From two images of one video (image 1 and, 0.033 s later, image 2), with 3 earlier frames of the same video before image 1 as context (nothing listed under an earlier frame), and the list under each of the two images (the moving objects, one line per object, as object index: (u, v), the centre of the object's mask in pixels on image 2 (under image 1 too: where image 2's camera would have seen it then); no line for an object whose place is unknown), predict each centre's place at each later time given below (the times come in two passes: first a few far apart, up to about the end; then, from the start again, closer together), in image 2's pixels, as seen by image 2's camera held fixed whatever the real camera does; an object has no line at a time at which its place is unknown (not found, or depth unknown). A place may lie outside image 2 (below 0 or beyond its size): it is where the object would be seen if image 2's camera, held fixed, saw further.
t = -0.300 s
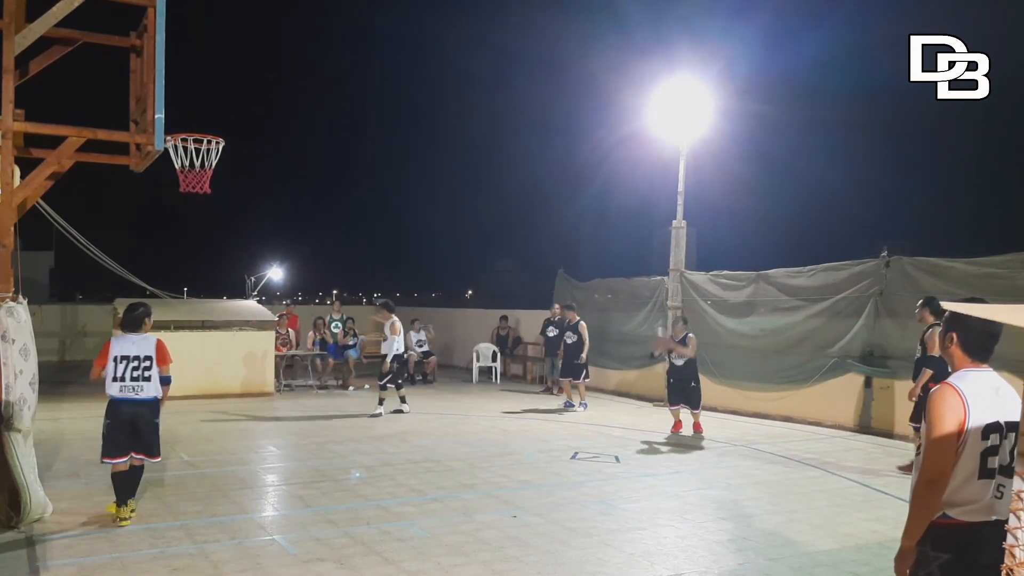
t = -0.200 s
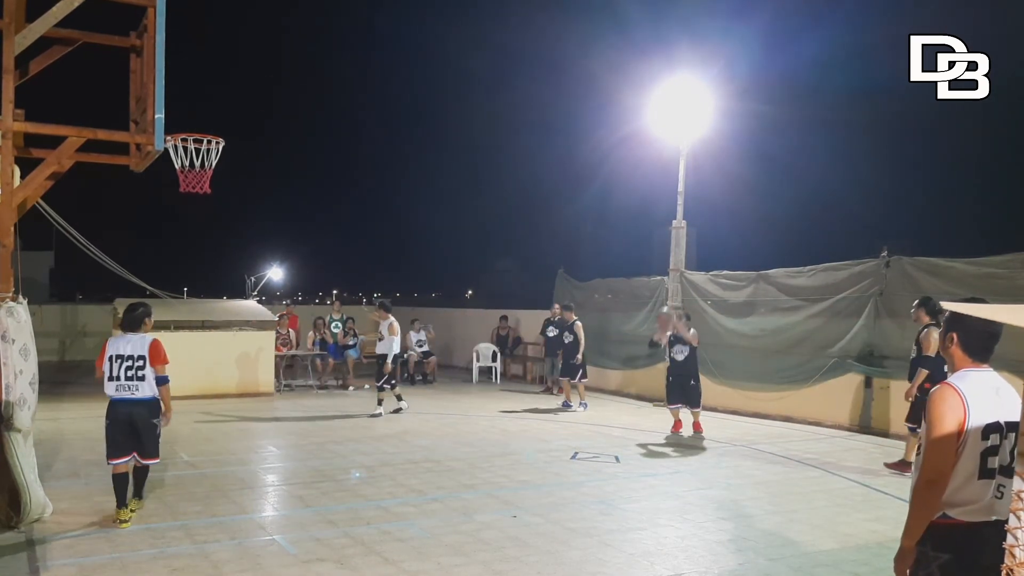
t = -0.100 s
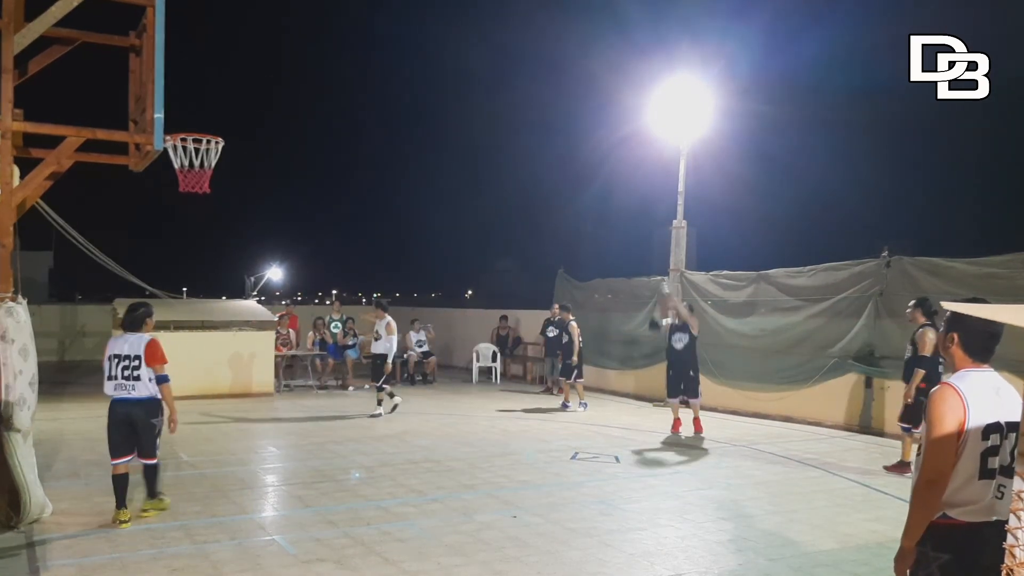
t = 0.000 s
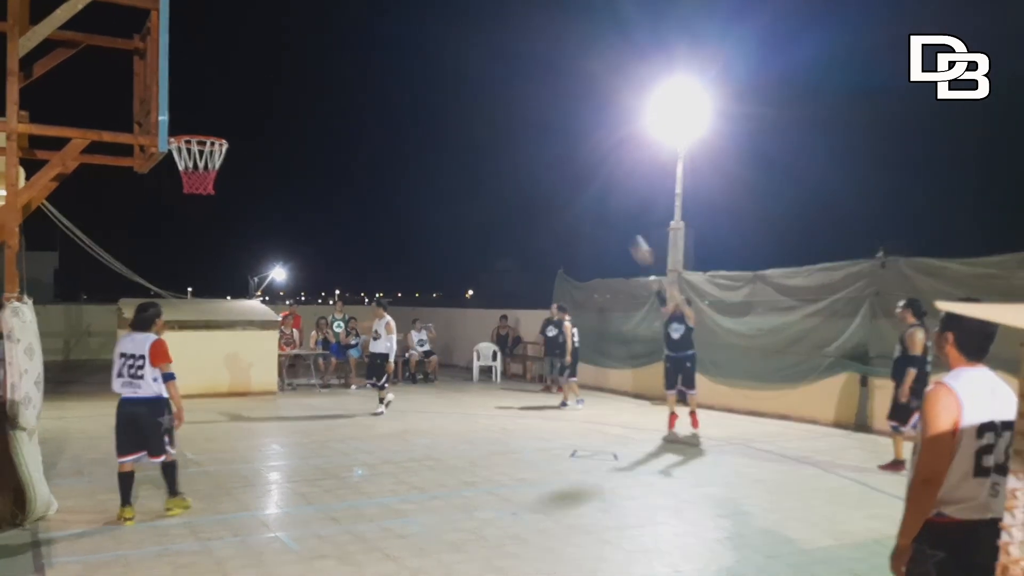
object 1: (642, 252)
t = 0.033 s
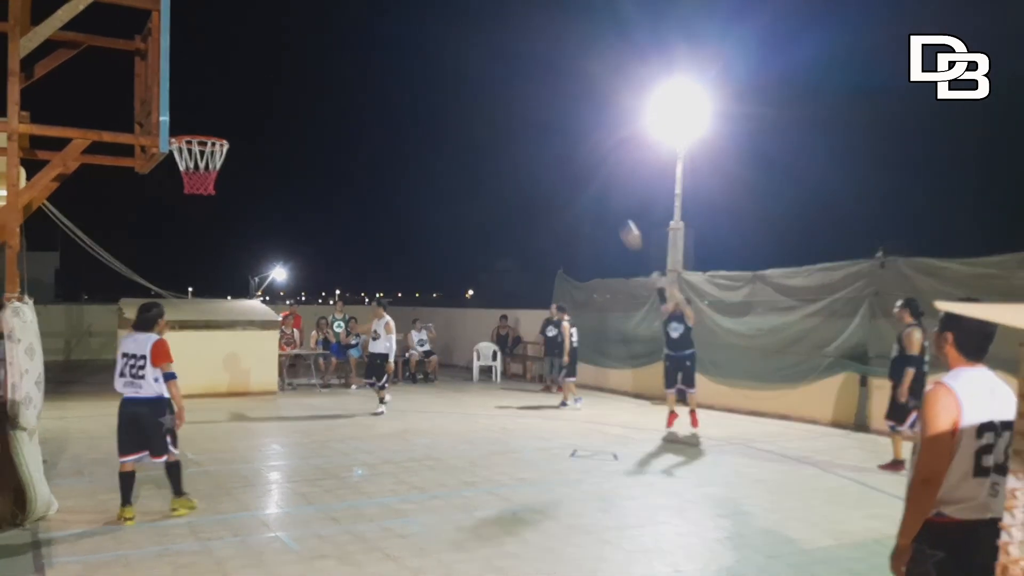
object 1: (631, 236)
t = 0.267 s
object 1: (557, 142)
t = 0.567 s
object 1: (439, 70)
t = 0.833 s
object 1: (311, 68)
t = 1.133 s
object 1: (182, 91)
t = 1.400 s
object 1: (242, 53)
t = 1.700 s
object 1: (306, 104)
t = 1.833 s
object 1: (333, 155)
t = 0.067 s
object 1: (621, 221)
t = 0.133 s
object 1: (601, 193)
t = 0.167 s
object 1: (591, 179)
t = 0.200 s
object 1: (579, 166)
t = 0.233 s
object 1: (568, 154)
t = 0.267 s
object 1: (557, 142)
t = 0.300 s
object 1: (545, 131)
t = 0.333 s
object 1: (533, 121)
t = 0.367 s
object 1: (520, 112)
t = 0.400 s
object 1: (507, 103)
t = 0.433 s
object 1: (495, 95)
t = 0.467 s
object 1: (481, 87)
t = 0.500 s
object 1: (468, 81)
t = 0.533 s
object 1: (454, 75)
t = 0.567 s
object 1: (439, 70)
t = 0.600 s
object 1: (425, 66)
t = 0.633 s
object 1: (410, 63)
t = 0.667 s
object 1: (394, 61)
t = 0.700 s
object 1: (378, 60)
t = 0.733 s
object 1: (362, 60)
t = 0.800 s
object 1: (329, 64)
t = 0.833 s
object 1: (311, 68)
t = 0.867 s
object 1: (293, 73)
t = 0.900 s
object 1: (274, 79)
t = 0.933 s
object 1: (255, 87)
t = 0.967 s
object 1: (235, 96)
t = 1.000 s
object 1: (215, 106)
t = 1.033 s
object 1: (195, 119)
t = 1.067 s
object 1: (182, 118)
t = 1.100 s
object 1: (178, 103)
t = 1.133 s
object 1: (182, 91)
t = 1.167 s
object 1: (189, 82)
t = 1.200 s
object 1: (196, 74)
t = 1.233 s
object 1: (204, 68)
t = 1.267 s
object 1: (212, 62)
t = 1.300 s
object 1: (219, 58)
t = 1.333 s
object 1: (227, 55)
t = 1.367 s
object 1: (234, 53)
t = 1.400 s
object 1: (242, 53)
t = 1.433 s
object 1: (249, 54)
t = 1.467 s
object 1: (256, 56)
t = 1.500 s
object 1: (264, 59)
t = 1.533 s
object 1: (271, 64)
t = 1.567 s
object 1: (278, 70)
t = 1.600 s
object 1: (285, 77)
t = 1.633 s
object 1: (292, 84)
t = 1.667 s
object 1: (299, 94)
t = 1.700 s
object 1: (306, 104)
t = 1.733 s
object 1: (313, 115)
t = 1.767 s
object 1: (319, 127)
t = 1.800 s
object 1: (326, 141)
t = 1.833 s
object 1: (333, 155)
